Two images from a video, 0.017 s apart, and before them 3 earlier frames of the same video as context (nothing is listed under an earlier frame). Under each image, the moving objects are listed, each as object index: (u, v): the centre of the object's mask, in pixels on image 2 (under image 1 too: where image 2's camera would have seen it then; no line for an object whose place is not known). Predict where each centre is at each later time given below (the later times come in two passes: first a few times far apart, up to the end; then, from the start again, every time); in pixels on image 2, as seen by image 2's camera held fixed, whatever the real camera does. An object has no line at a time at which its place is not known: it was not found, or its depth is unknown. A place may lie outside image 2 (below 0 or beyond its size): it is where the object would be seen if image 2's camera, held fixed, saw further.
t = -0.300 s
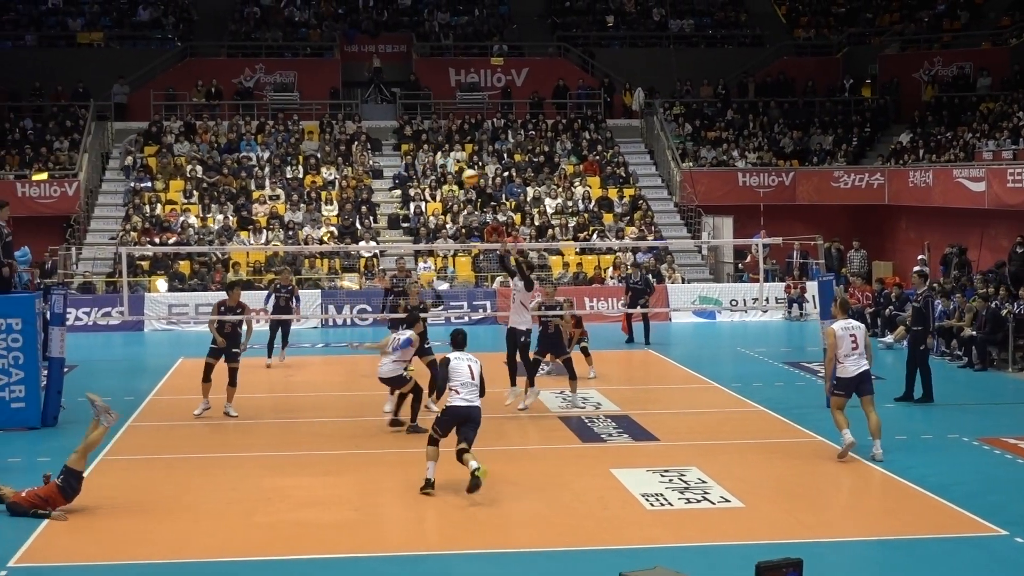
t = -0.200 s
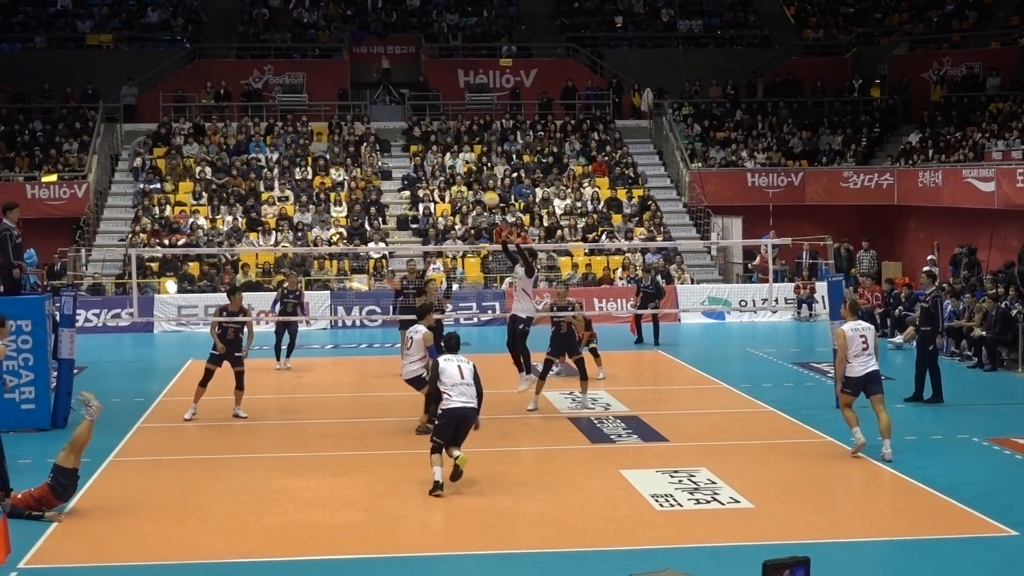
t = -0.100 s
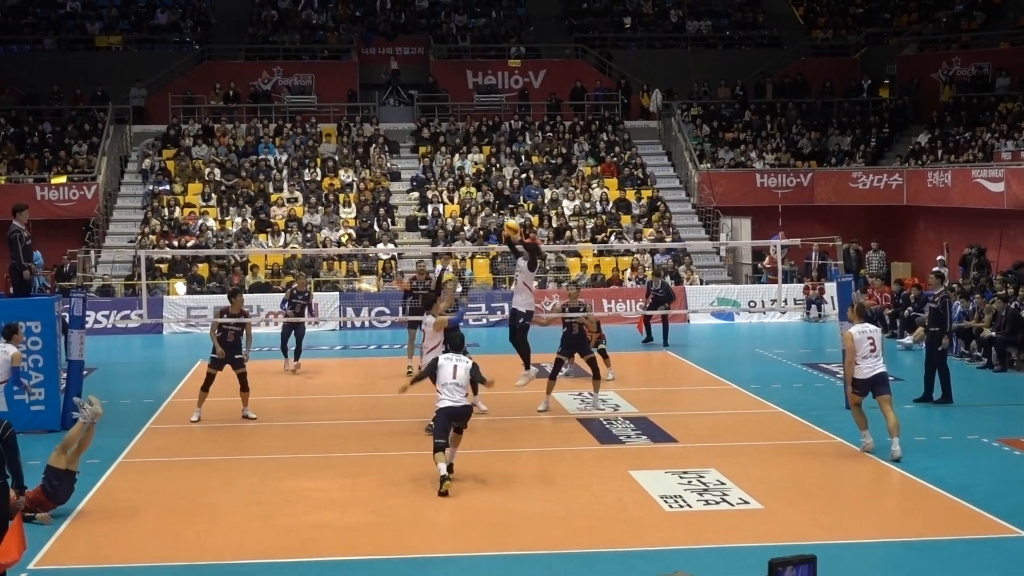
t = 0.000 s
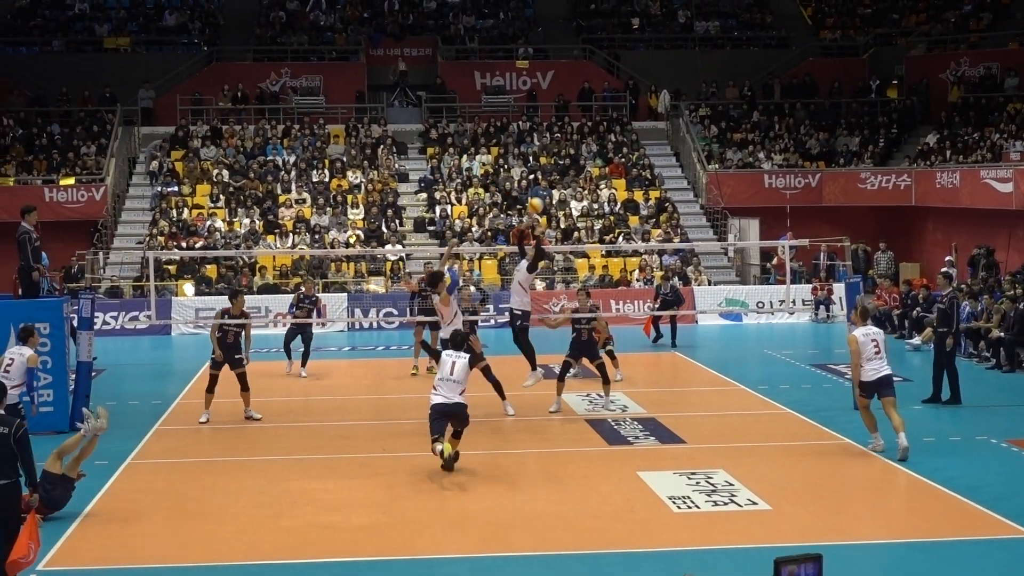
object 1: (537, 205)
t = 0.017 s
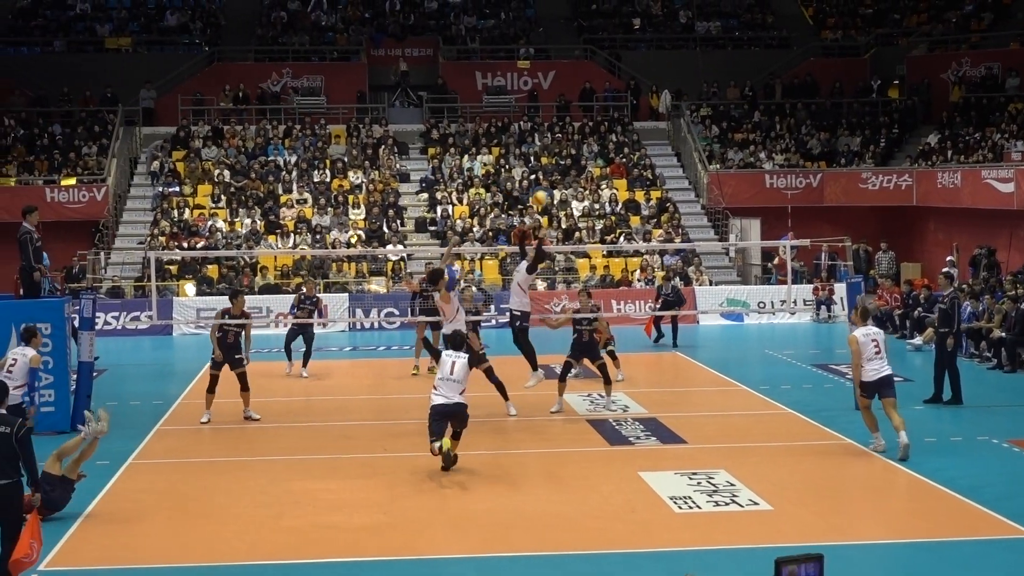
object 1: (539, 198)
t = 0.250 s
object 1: (592, 123)
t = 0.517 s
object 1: (646, 87)
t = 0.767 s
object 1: (695, 98)
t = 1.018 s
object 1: (743, 155)
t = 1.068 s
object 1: (752, 171)
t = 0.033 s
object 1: (544, 192)
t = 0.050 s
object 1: (548, 185)
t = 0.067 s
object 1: (551, 179)
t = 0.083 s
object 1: (555, 173)
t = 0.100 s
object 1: (559, 167)
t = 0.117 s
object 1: (563, 161)
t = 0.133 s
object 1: (567, 156)
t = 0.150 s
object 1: (570, 151)
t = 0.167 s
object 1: (575, 145)
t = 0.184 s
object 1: (578, 141)
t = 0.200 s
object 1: (582, 136)
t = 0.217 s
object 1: (585, 132)
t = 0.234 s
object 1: (589, 127)
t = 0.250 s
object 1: (592, 123)
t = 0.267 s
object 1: (596, 120)
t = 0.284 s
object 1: (600, 116)
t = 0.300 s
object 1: (603, 112)
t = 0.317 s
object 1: (606, 110)
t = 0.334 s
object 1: (609, 107)
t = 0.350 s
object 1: (613, 104)
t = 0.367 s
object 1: (617, 101)
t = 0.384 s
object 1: (620, 98)
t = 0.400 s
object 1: (624, 97)
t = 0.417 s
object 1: (627, 95)
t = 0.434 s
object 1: (630, 93)
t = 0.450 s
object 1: (634, 91)
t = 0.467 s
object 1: (637, 90)
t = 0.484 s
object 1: (640, 89)
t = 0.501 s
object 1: (643, 88)
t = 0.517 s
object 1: (646, 87)
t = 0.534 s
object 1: (650, 87)
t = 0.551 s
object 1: (653, 86)
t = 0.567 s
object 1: (656, 86)
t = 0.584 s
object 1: (659, 86)
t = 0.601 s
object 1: (662, 86)
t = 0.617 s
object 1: (665, 87)
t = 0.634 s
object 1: (669, 87)
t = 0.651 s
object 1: (672, 87)
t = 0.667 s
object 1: (675, 89)
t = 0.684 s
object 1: (678, 89)
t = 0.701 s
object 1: (682, 91)
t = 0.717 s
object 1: (685, 93)
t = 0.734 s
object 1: (688, 95)
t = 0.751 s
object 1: (692, 96)
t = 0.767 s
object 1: (695, 98)
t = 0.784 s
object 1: (698, 101)
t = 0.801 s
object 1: (702, 103)
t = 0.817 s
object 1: (705, 106)
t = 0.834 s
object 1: (708, 109)
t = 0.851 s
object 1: (712, 112)
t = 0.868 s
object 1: (715, 115)
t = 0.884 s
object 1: (718, 119)
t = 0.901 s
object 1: (721, 122)
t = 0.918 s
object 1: (724, 126)
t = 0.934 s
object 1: (727, 132)
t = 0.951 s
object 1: (731, 136)
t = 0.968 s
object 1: (734, 140)
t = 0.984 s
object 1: (737, 145)
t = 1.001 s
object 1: (740, 150)
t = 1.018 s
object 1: (743, 155)
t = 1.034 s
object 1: (746, 160)
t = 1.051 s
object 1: (750, 165)
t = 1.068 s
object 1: (752, 171)
